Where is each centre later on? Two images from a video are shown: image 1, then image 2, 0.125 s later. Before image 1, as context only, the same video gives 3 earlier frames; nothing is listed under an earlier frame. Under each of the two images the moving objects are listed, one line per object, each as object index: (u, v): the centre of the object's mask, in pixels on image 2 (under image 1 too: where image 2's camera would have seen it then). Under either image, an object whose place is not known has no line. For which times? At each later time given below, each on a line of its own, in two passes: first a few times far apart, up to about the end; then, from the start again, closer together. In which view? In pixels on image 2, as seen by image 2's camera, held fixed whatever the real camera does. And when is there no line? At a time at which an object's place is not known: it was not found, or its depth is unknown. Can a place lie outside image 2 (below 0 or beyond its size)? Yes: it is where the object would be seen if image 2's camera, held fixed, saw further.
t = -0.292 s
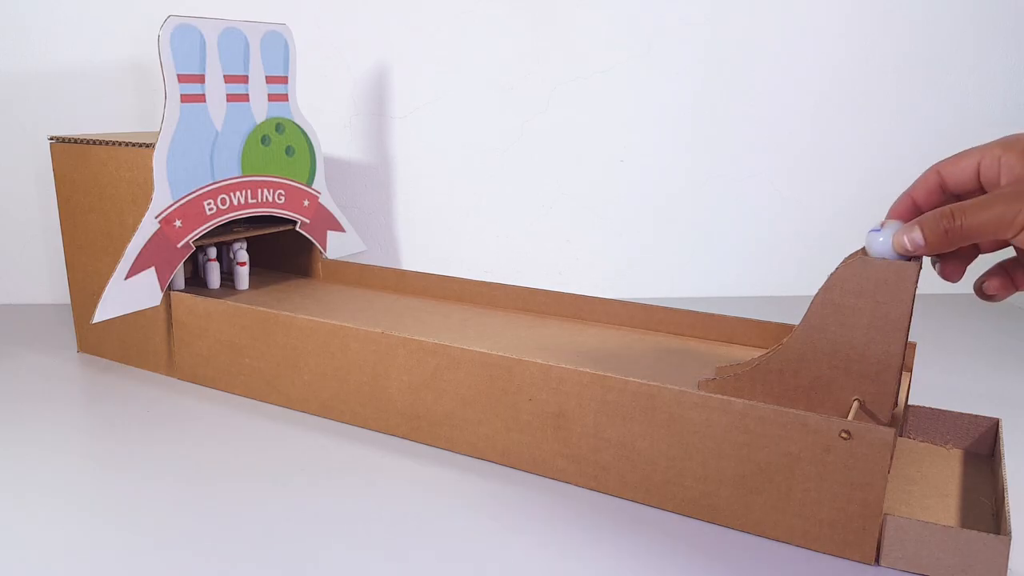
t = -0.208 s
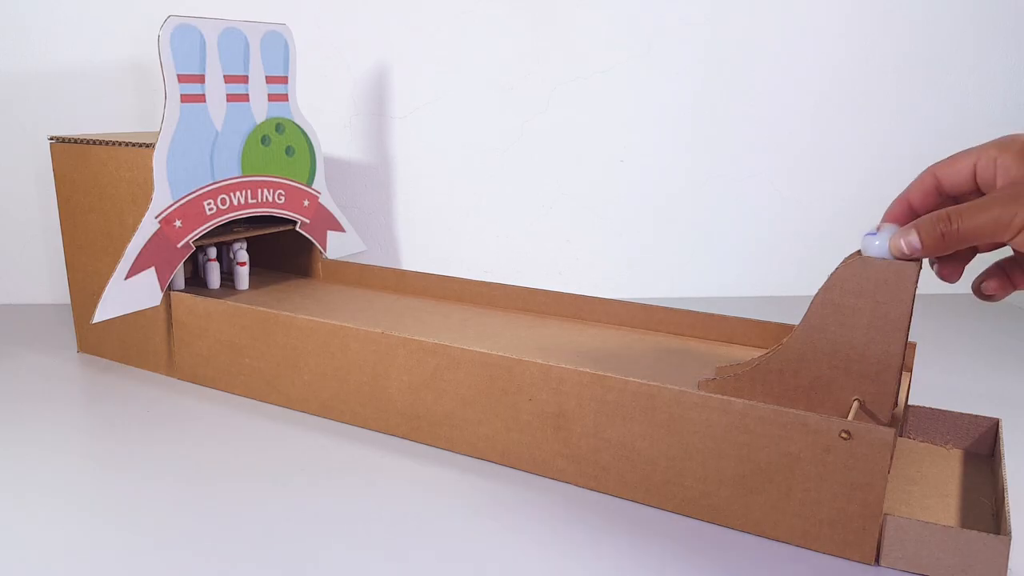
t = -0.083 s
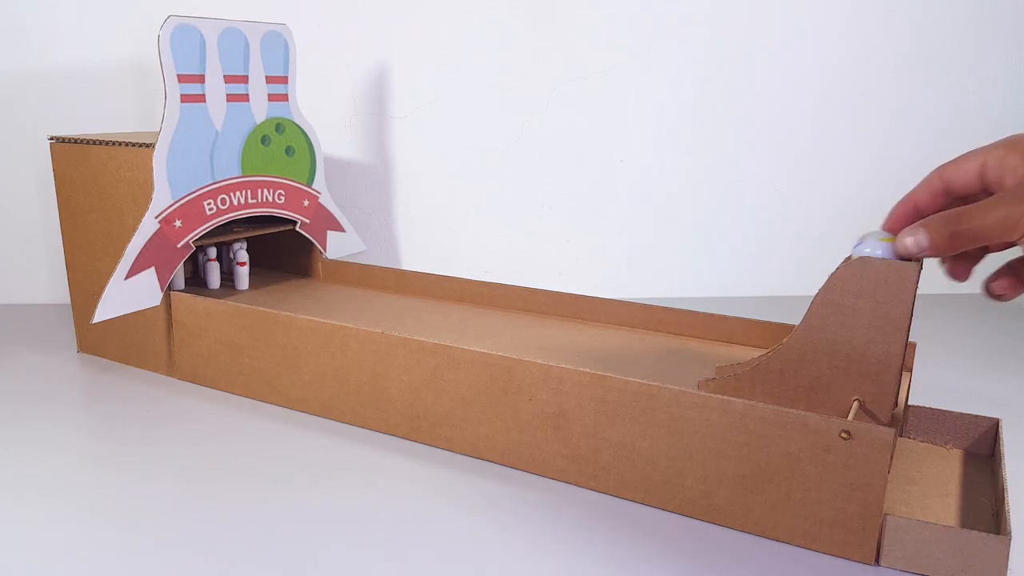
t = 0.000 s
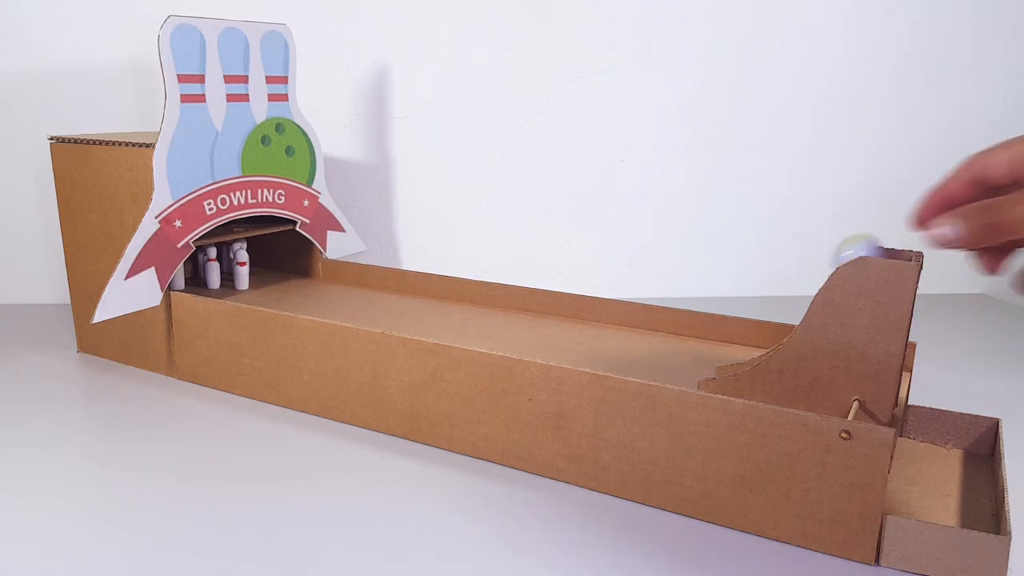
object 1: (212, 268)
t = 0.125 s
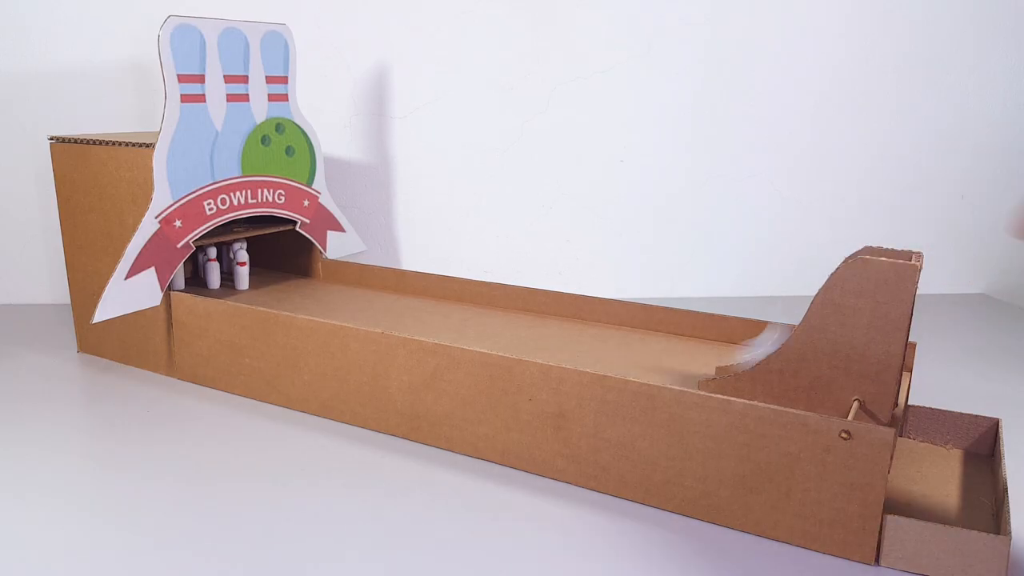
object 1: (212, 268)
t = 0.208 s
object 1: (212, 268)
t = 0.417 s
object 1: (212, 268)
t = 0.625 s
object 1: (211, 270)
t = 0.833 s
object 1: (202, 269)
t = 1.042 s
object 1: (201, 270)
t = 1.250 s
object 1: (201, 270)
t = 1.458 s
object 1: (201, 270)
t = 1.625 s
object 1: (201, 270)
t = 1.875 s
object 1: (201, 270)
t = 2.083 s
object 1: (201, 270)
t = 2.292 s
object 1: (201, 270)
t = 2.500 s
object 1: (201, 270)
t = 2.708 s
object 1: (201, 270)
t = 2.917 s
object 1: (201, 270)
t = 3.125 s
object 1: (201, 270)
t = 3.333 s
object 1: (201, 270)
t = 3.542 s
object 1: (201, 270)
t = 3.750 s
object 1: (201, 270)
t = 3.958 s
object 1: (201, 270)
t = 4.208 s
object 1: (201, 270)
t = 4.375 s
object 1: (201, 270)
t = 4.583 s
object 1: (201, 270)
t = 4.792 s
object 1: (201, 270)
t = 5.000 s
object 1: (201, 270)
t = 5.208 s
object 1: (201, 270)
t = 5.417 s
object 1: (201, 270)
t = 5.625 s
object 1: (201, 270)
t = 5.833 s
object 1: (201, 270)
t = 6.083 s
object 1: (201, 270)
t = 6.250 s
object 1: (201, 270)
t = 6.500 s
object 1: (201, 269)
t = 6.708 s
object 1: (201, 269)
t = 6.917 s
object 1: (201, 270)
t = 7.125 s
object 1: (201, 269)
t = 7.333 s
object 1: (201, 269)
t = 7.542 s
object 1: (201, 269)
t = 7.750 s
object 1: (201, 269)
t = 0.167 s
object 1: (212, 268)
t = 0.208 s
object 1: (212, 268)
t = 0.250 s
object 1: (212, 268)
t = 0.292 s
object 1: (212, 268)
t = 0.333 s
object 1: (212, 268)
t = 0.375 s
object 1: (212, 268)
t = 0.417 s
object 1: (212, 268)
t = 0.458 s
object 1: (212, 268)
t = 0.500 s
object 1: (212, 268)
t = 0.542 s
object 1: (212, 268)
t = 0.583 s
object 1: (212, 268)
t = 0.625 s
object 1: (211, 270)
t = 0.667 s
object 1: (202, 266)
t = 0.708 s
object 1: (202, 269)
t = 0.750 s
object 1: (204, 269)
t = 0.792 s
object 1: (204, 269)
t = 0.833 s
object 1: (202, 269)
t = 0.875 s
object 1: (200, 270)
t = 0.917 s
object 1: (201, 270)
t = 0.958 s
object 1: (201, 270)
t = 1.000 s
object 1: (201, 270)
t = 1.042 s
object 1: (201, 270)
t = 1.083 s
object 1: (201, 270)
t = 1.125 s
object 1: (201, 270)
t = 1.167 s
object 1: (201, 270)
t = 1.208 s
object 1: (201, 270)
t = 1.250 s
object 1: (201, 270)
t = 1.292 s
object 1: (201, 270)
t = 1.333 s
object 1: (201, 270)
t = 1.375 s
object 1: (201, 270)
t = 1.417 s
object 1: (201, 270)
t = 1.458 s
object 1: (201, 270)
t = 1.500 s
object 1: (201, 270)
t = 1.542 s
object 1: (201, 270)
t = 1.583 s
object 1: (201, 270)
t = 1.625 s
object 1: (201, 270)
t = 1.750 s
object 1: (201, 270)
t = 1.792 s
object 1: (201, 270)
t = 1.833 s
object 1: (201, 270)
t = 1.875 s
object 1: (201, 270)
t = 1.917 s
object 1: (201, 270)
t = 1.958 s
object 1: (201, 270)
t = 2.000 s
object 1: (201, 270)
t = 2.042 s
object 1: (201, 270)
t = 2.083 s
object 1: (201, 270)
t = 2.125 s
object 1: (201, 270)
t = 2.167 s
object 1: (201, 270)
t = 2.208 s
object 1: (201, 270)
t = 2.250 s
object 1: (201, 270)
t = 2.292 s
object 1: (201, 270)
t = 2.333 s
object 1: (201, 270)
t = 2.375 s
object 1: (201, 270)
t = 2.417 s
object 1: (201, 270)
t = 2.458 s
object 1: (201, 270)
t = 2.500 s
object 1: (201, 270)
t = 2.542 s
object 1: (201, 270)
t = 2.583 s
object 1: (201, 270)
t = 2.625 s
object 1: (201, 270)
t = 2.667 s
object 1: (201, 270)
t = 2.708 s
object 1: (201, 270)
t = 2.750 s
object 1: (201, 270)
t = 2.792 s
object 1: (201, 270)
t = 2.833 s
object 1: (201, 270)
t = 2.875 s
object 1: (201, 270)
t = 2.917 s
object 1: (201, 270)
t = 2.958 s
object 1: (201, 270)
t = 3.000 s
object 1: (201, 270)
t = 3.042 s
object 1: (201, 270)
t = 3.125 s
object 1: (201, 270)
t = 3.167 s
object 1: (201, 270)
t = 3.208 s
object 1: (201, 270)
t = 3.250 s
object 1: (201, 270)
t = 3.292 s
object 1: (201, 270)
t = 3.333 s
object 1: (201, 270)
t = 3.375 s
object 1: (201, 270)
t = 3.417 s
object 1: (201, 270)
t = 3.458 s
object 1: (201, 270)
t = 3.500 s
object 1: (201, 270)
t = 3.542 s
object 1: (201, 270)
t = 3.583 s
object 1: (201, 270)
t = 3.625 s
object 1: (201, 270)
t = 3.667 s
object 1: (201, 270)
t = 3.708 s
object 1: (201, 270)
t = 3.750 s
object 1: (201, 270)
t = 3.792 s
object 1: (201, 270)
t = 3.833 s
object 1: (201, 270)
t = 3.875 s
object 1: (201, 270)
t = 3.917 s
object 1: (201, 270)
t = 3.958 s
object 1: (201, 270)
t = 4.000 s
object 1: (201, 270)
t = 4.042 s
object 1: (201, 270)
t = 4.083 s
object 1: (201, 270)
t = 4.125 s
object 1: (201, 270)
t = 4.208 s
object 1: (201, 270)
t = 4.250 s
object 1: (201, 270)
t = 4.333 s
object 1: (201, 270)
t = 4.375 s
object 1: (201, 270)
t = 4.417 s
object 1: (201, 270)
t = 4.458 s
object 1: (201, 270)
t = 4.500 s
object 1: (201, 270)
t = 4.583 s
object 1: (201, 270)
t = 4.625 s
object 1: (201, 270)
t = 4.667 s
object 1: (201, 270)
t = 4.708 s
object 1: (201, 270)
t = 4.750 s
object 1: (201, 270)
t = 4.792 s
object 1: (201, 270)
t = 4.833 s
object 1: (201, 270)
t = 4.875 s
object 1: (201, 270)
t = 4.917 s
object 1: (201, 270)
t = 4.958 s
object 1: (201, 270)
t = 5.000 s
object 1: (201, 270)
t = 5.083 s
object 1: (201, 270)
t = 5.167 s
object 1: (201, 270)
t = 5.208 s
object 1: (201, 270)
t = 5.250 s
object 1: (201, 270)
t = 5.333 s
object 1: (201, 270)
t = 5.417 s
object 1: (201, 270)
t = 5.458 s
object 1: (201, 270)
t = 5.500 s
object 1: (201, 270)
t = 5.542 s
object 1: (201, 270)
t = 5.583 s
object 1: (201, 270)
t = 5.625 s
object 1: (201, 270)
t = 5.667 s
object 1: (201, 270)
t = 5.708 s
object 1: (201, 270)
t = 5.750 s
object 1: (201, 270)
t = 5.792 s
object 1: (201, 270)
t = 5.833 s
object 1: (201, 270)
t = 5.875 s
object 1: (201, 270)
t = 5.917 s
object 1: (201, 270)
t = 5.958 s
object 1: (201, 270)
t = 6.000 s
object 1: (201, 270)
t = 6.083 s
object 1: (201, 270)
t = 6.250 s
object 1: (201, 270)
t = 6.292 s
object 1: (201, 269)
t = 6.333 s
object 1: (201, 269)
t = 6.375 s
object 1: (201, 269)
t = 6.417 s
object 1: (201, 269)
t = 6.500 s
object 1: (201, 269)
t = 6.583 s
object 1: (201, 270)
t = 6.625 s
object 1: (201, 269)
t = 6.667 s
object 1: (201, 269)
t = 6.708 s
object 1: (201, 269)
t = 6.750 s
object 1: (201, 269)
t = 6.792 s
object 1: (201, 269)
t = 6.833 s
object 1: (201, 269)
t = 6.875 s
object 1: (201, 269)
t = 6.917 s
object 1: (201, 270)
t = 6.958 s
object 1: (201, 270)
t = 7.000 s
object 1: (201, 270)
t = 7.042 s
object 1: (201, 270)
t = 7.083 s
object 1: (201, 270)
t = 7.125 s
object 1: (201, 269)
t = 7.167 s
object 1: (201, 269)
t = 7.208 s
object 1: (201, 269)
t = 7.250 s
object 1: (201, 269)
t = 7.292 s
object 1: (201, 269)
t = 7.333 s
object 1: (201, 269)
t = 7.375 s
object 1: (201, 269)
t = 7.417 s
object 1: (201, 269)
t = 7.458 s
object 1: (201, 269)
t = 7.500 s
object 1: (201, 270)
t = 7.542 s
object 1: (201, 269)
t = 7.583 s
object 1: (201, 269)
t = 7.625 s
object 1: (201, 269)
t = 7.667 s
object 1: (201, 270)
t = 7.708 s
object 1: (201, 269)
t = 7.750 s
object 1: (201, 269)
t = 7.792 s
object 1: (201, 270)
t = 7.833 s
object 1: (201, 270)
